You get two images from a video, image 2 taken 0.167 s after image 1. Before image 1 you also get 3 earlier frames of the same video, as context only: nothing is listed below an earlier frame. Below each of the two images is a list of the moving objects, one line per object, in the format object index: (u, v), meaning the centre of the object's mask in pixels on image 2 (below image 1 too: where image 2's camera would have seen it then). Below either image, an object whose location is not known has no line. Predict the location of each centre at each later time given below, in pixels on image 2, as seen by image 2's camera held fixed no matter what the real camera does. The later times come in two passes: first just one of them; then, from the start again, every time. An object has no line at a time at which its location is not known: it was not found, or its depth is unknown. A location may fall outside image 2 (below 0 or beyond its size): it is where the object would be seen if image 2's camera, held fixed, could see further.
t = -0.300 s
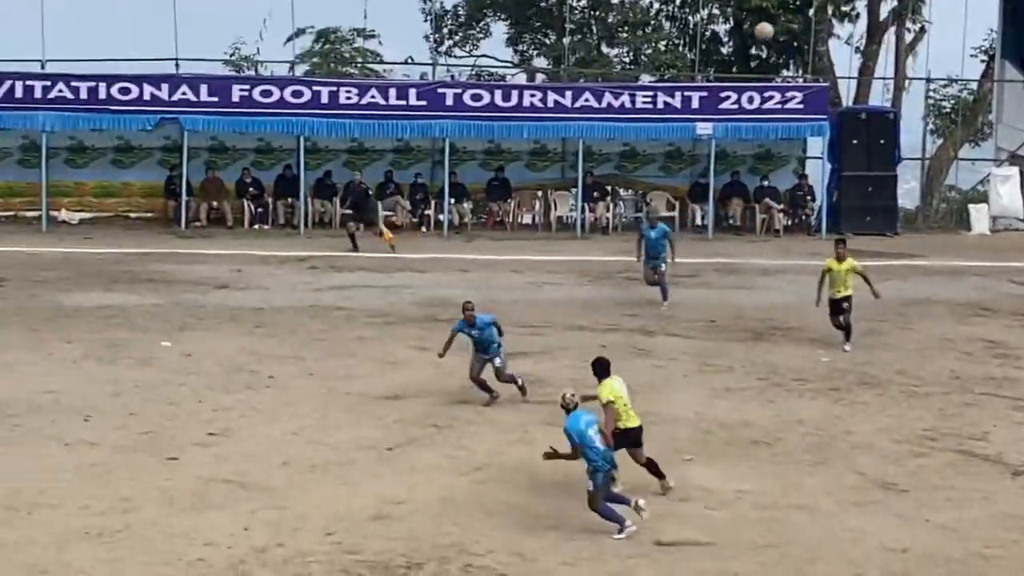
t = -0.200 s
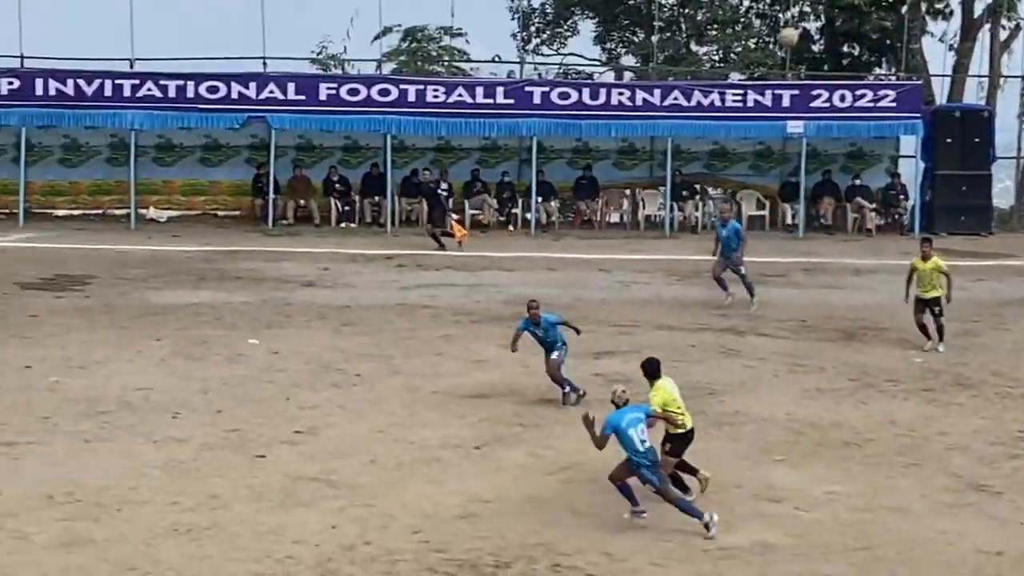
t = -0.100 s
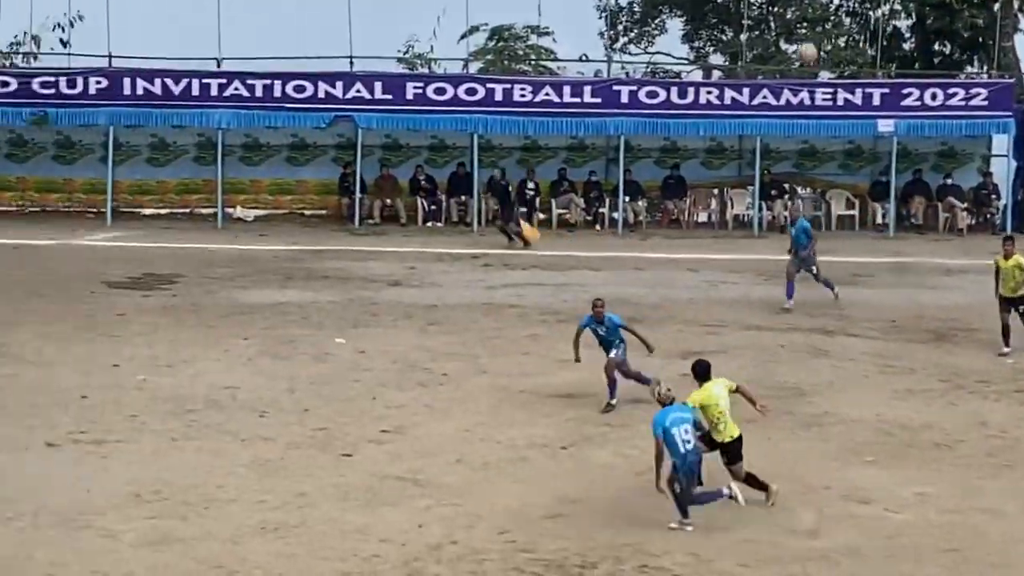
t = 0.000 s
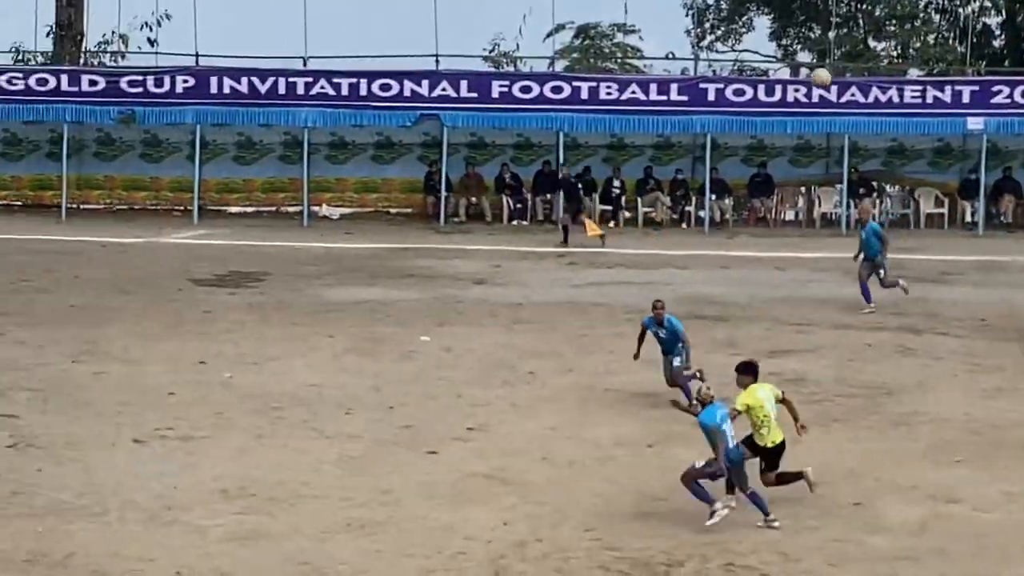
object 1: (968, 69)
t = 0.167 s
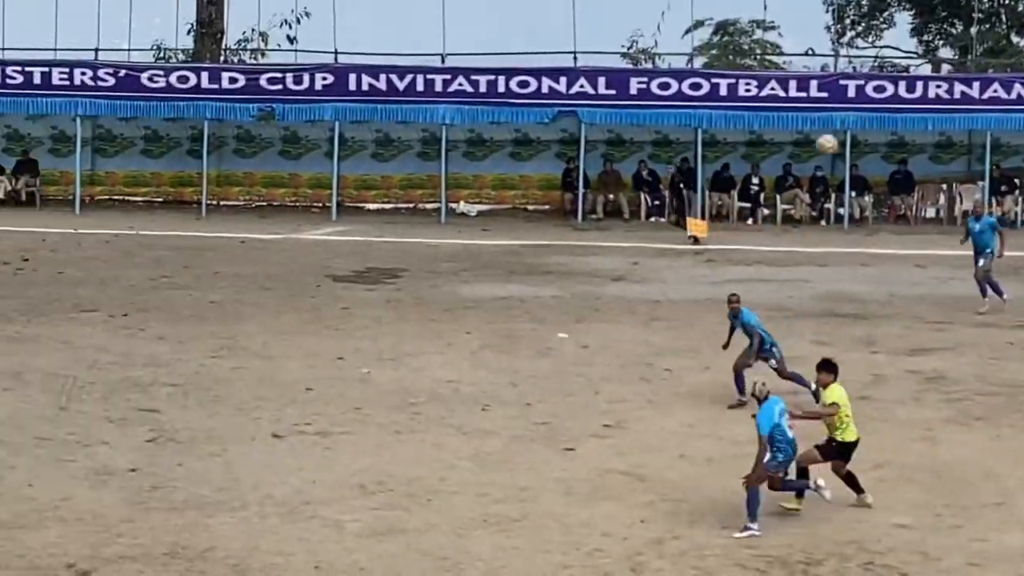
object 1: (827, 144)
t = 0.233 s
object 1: (771, 180)
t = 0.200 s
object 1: (798, 162)
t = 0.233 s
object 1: (771, 180)
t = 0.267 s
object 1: (742, 199)
